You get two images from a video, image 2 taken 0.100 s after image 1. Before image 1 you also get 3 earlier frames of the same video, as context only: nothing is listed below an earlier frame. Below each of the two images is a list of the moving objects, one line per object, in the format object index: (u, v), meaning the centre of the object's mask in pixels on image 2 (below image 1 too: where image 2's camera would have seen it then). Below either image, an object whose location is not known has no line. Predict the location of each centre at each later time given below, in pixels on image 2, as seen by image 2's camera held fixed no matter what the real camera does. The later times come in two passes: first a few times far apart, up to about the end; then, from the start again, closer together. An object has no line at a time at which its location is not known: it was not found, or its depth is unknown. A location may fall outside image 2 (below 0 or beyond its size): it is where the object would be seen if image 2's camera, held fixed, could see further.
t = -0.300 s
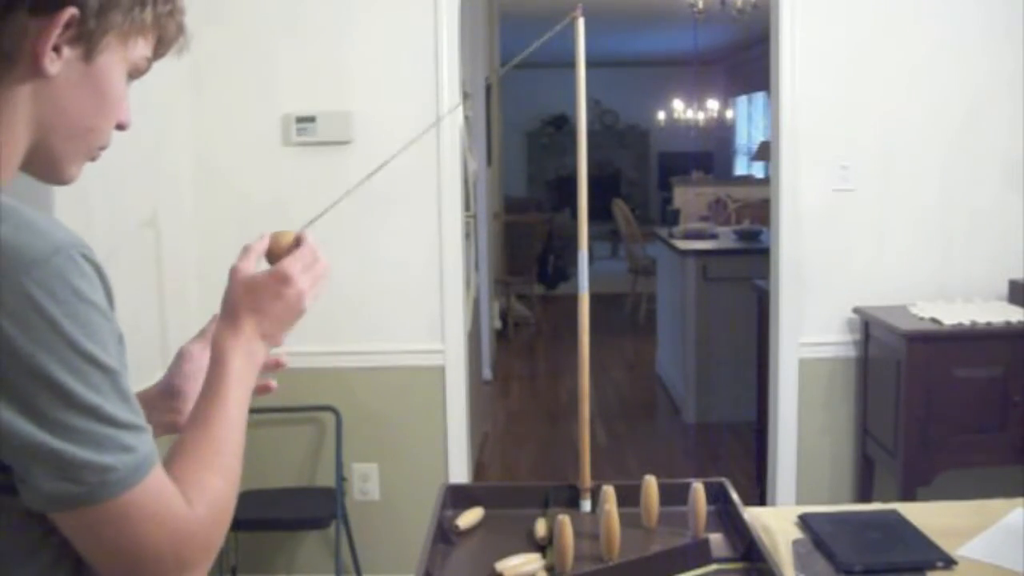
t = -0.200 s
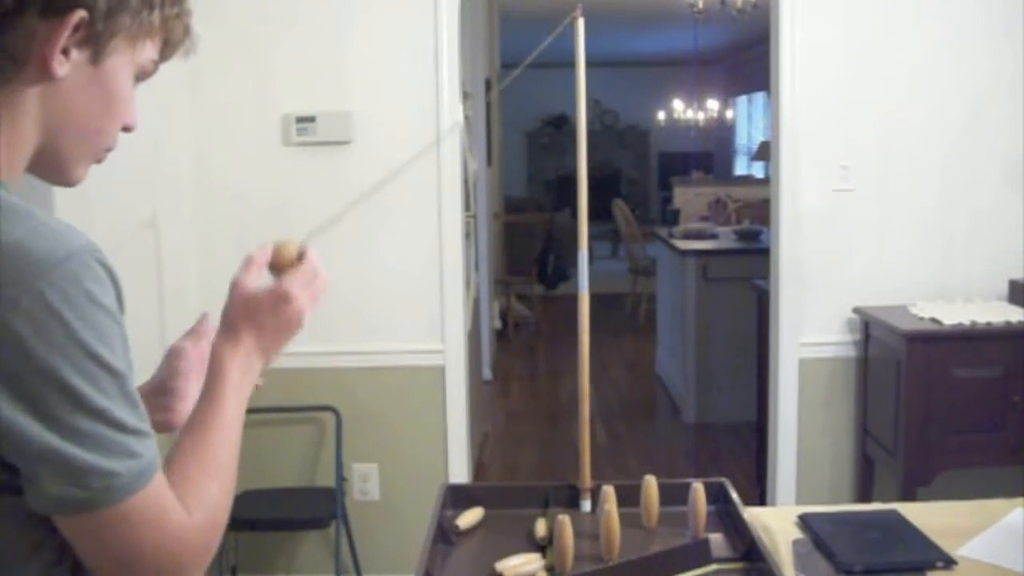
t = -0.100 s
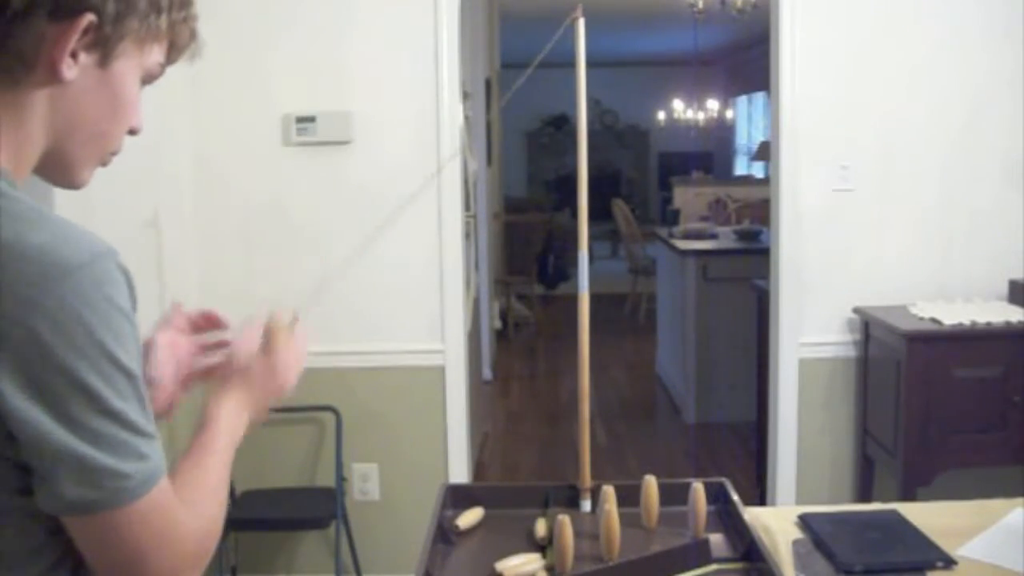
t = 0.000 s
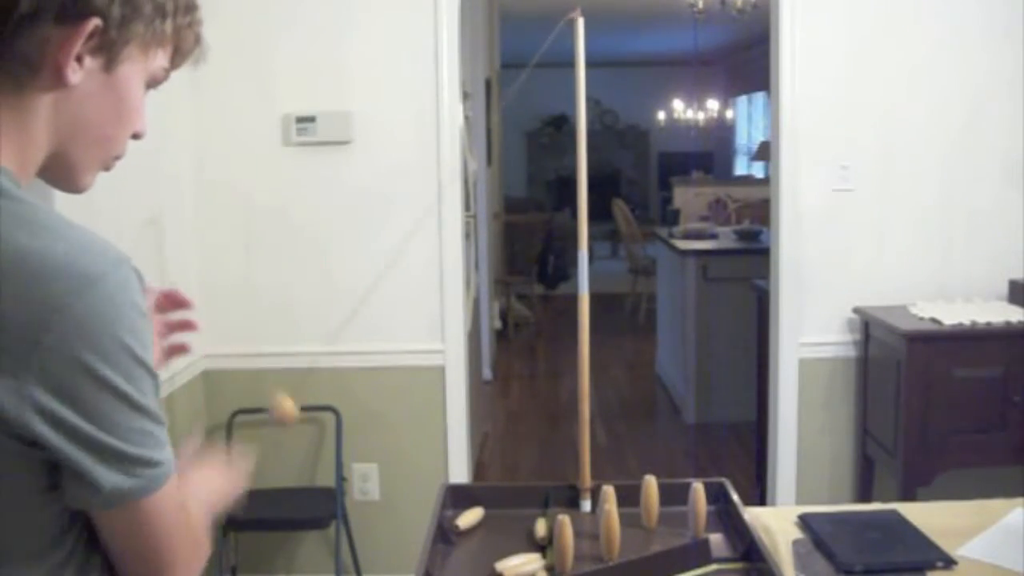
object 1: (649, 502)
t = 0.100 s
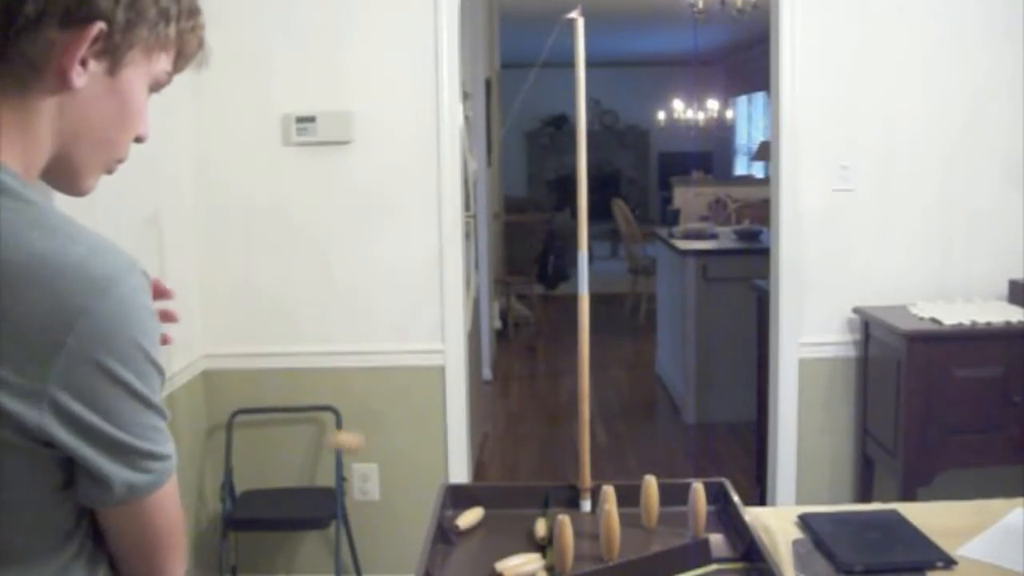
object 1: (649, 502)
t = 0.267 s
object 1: (649, 502)
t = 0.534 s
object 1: (649, 502)
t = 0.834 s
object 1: (649, 501)
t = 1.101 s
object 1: (649, 501)
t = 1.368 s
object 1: (639, 502)
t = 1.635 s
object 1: (628, 522)
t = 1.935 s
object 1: (644, 515)
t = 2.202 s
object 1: (645, 509)
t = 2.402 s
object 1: (642, 505)
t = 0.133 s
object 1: (649, 502)
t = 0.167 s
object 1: (649, 502)
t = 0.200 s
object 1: (649, 502)
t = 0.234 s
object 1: (649, 502)
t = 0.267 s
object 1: (649, 502)
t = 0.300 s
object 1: (649, 502)
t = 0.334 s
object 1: (649, 501)
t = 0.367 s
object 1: (649, 501)
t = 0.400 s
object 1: (649, 501)
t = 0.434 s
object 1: (649, 501)
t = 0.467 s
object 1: (649, 502)
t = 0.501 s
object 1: (649, 502)
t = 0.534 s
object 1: (649, 502)
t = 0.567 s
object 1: (649, 502)
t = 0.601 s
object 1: (649, 501)
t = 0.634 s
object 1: (649, 501)
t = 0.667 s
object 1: (649, 502)
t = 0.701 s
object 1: (649, 502)
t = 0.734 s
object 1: (649, 502)
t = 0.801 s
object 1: (649, 501)
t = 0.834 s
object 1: (649, 501)
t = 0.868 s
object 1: (649, 501)
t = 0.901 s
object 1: (649, 502)
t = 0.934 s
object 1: (649, 502)
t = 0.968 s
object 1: (649, 502)
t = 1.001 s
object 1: (649, 502)
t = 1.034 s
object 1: (649, 502)
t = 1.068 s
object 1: (649, 502)
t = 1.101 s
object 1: (649, 501)
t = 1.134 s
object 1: (649, 501)
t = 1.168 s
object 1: (649, 502)
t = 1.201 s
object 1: (649, 502)
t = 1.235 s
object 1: (649, 502)
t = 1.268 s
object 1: (645, 501)
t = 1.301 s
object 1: (645, 493)
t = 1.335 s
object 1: (642, 496)
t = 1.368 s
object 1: (639, 502)
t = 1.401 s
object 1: (637, 511)
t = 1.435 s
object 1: (634, 516)
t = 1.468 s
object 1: (630, 515)
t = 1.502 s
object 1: (630, 518)
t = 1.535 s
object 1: (629, 519)
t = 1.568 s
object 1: (627, 520)
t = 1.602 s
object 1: (627, 521)
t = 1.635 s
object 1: (628, 522)
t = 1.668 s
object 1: (629, 522)
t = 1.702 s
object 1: (632, 522)
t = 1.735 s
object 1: (635, 521)
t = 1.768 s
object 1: (640, 522)
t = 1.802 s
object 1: (639, 523)
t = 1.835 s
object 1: (642, 523)
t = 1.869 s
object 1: (647, 522)
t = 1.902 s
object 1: (643, 516)
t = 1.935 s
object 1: (644, 515)
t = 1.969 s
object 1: (644, 514)
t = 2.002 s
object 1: (646, 514)
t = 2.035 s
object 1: (646, 513)
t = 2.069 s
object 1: (647, 513)
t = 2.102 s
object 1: (646, 512)
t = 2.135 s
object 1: (647, 511)
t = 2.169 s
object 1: (646, 510)
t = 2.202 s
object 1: (645, 509)
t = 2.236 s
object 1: (645, 509)
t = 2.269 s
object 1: (644, 507)
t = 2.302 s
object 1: (644, 506)
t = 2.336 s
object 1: (643, 506)
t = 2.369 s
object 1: (643, 505)
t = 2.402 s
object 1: (642, 505)
